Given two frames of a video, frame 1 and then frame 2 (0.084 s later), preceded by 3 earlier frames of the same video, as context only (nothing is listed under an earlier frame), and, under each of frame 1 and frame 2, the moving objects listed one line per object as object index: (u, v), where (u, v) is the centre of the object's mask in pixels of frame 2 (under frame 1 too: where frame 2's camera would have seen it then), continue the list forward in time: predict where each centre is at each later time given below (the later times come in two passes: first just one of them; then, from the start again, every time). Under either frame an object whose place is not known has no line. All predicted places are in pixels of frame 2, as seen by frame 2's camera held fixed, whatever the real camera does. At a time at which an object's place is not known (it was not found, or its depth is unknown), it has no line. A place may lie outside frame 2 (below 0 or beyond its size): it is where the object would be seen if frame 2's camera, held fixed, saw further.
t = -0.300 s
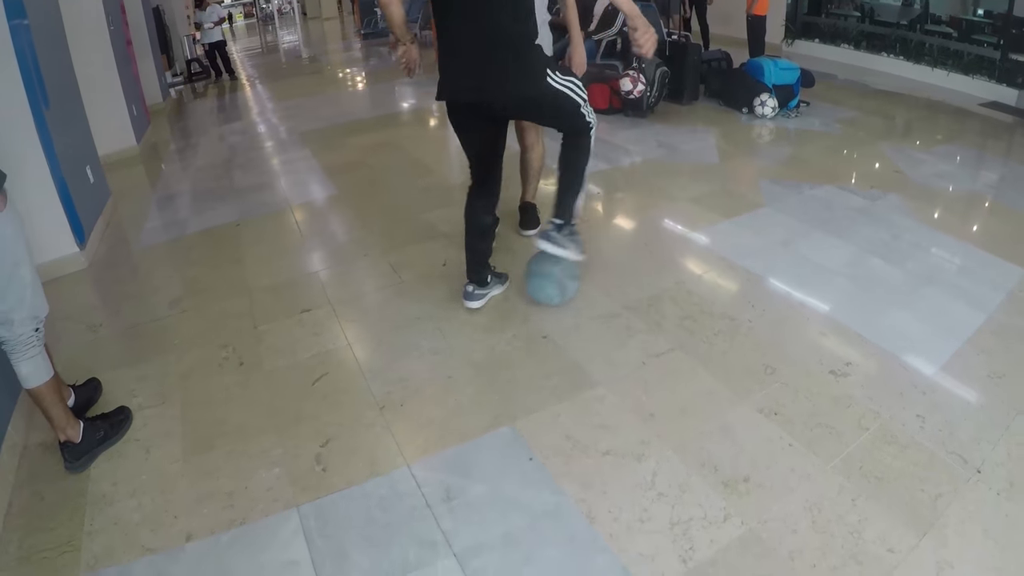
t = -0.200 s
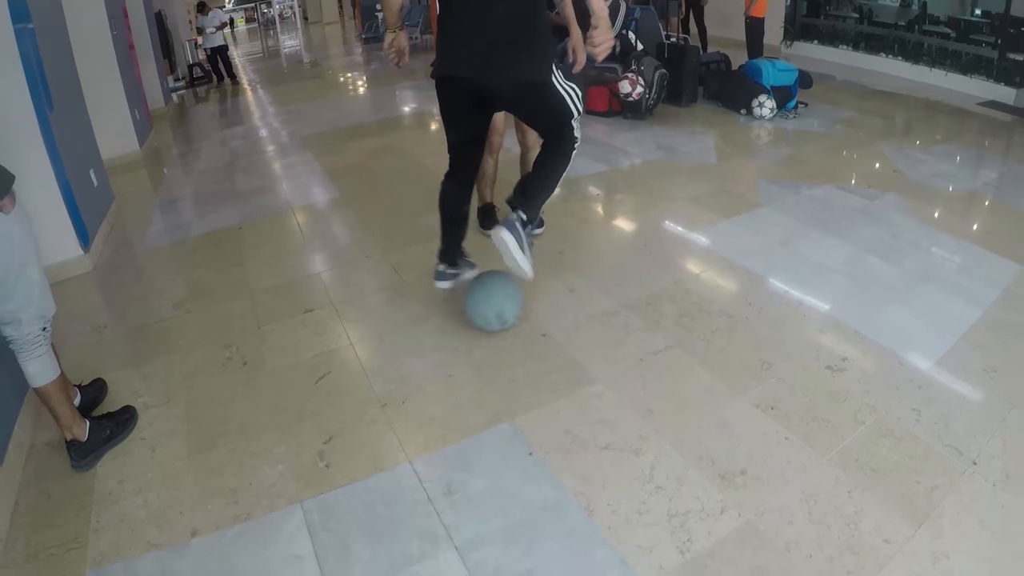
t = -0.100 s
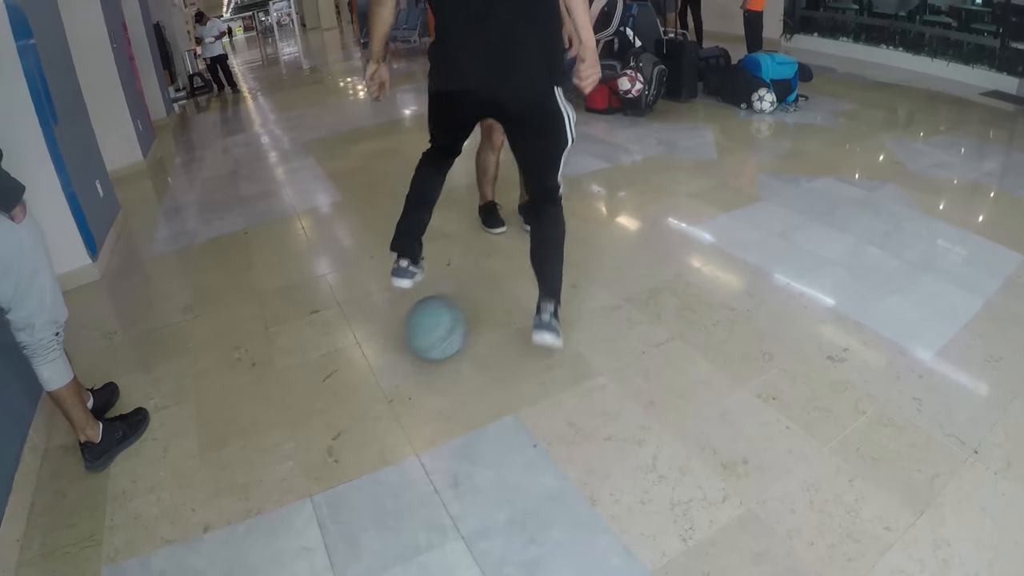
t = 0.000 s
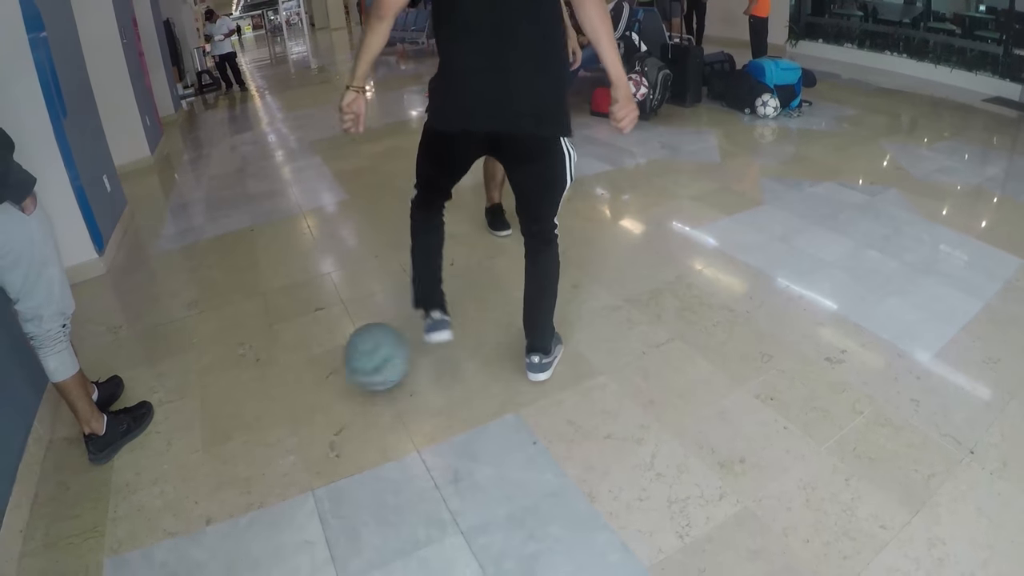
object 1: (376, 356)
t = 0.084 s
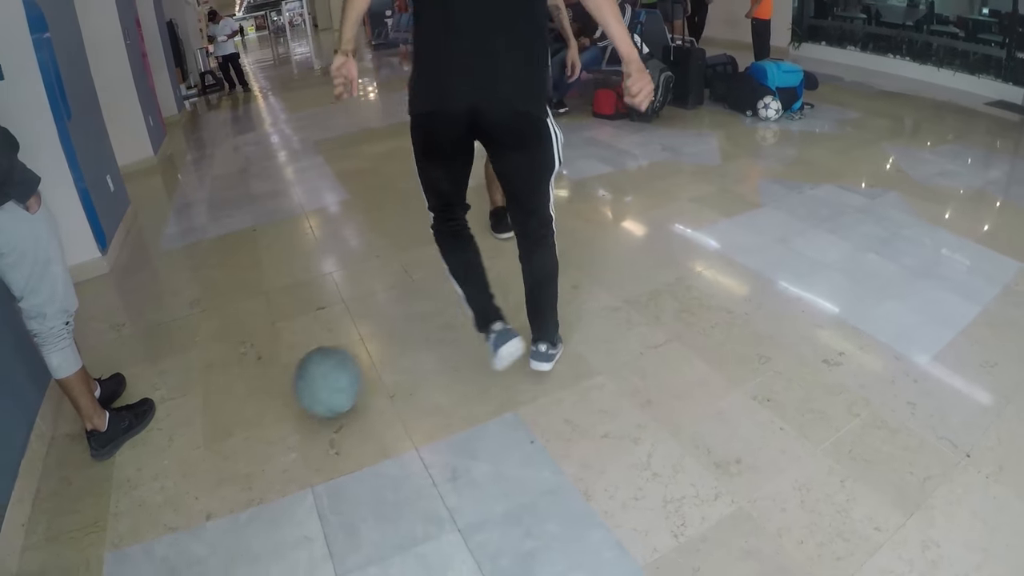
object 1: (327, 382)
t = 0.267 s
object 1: (215, 450)
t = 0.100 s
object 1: (318, 390)
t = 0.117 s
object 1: (309, 398)
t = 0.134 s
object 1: (299, 404)
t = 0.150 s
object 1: (287, 408)
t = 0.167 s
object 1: (277, 411)
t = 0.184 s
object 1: (266, 417)
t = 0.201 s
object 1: (255, 423)
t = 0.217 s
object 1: (244, 430)
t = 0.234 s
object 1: (235, 437)
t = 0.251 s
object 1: (226, 444)
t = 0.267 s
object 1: (215, 450)
